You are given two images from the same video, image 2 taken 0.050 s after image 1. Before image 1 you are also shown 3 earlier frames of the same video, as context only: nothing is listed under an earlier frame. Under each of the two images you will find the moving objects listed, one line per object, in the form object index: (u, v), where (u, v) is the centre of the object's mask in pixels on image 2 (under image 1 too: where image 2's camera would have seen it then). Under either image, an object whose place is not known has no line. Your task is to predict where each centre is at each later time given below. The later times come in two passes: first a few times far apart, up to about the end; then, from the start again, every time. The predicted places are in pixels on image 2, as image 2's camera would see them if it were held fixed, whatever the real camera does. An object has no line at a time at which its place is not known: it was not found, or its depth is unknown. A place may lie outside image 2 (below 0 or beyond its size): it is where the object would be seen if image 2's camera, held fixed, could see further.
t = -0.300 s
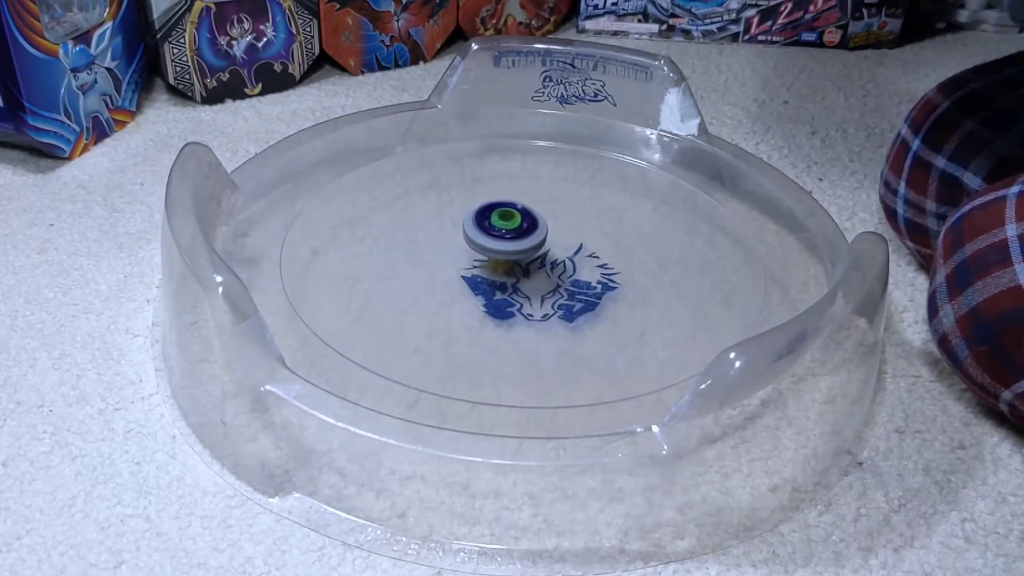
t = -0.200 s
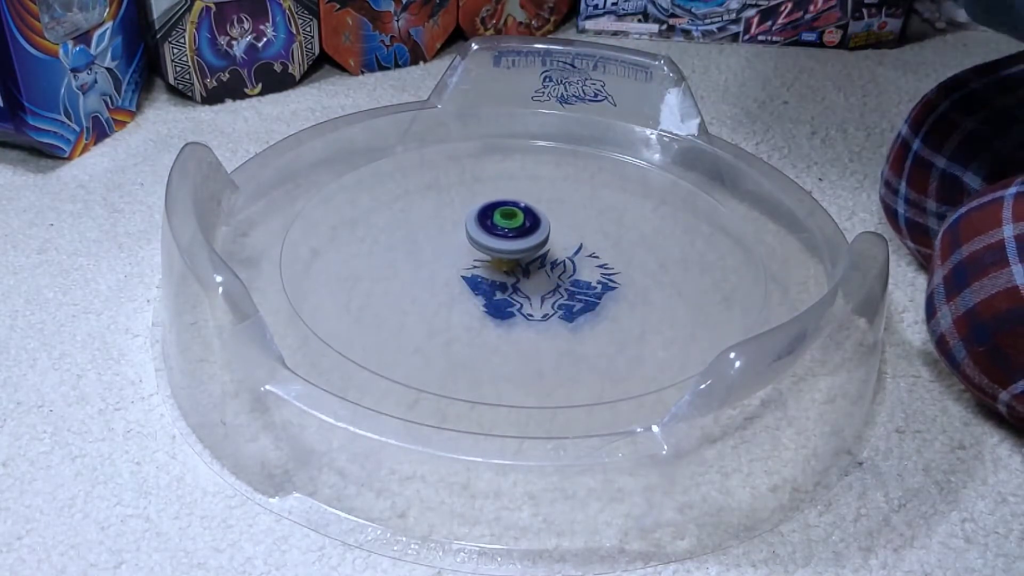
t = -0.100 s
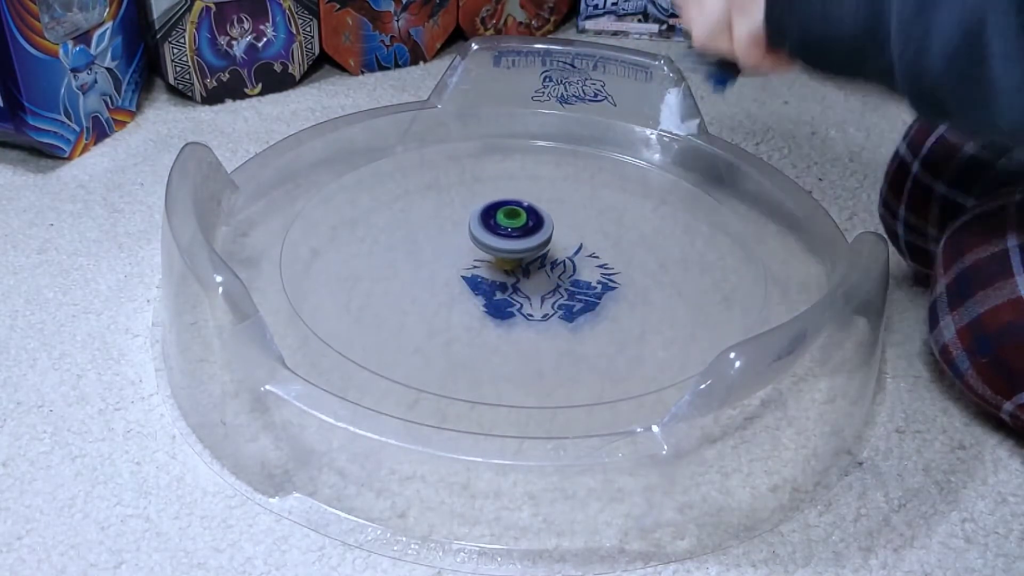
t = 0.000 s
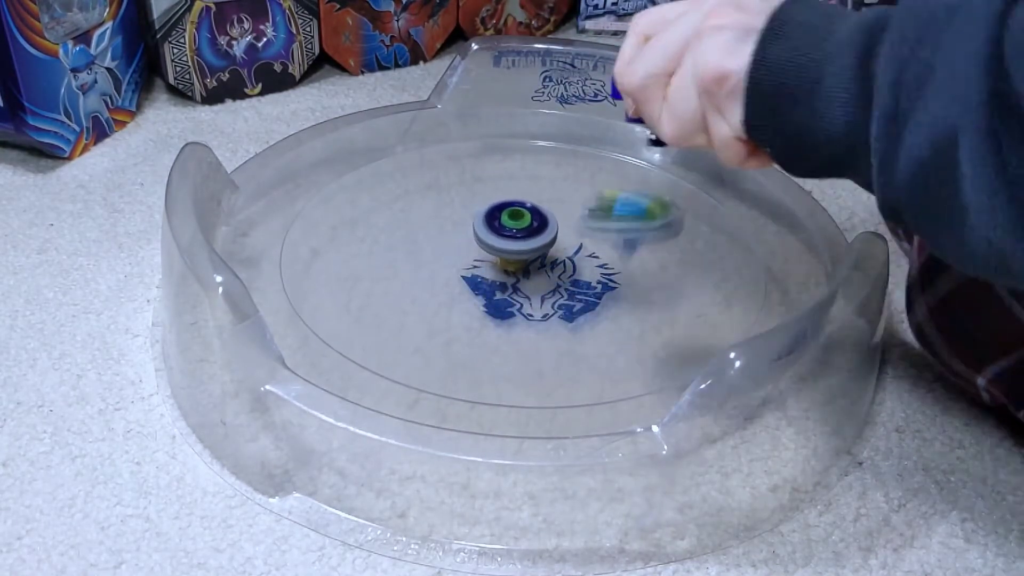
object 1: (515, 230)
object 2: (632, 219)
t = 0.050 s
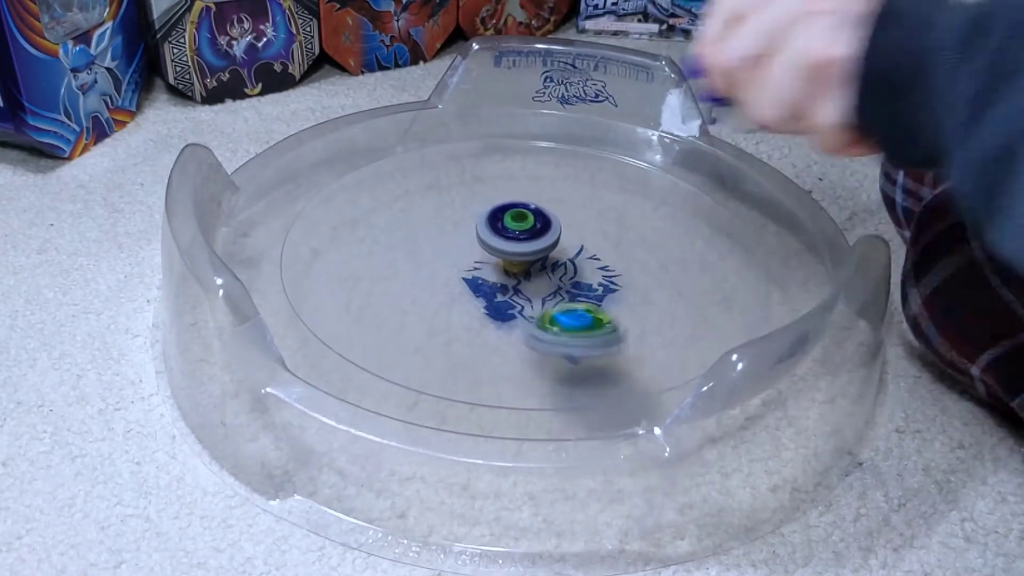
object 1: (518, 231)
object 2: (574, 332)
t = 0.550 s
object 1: (556, 238)
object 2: (386, 268)
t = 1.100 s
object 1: (586, 205)
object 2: (449, 255)
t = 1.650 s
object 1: (500, 229)
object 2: (620, 278)
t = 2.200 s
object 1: (569, 239)
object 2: (302, 179)
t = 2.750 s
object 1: (548, 256)
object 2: (568, 127)
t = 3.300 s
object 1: (538, 289)
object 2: (581, 253)
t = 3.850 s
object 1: (551, 267)
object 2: (753, 162)
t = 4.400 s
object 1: (446, 240)
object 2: (607, 327)
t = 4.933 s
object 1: (478, 237)
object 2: (568, 276)
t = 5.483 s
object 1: (480, 209)
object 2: (543, 349)
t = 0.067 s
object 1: (519, 232)
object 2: (547, 315)
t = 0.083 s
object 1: (519, 233)
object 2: (524, 304)
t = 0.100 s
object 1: (519, 234)
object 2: (497, 296)
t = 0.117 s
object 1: (519, 235)
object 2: (474, 293)
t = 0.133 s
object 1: (519, 235)
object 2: (448, 296)
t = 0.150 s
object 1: (520, 235)
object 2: (425, 303)
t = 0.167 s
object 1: (521, 236)
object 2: (400, 311)
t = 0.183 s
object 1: (523, 235)
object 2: (382, 298)
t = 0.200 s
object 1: (525, 236)
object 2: (366, 289)
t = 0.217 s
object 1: (528, 237)
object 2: (350, 285)
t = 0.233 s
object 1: (530, 238)
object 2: (334, 285)
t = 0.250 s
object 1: (533, 239)
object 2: (322, 278)
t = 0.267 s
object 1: (537, 240)
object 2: (309, 274)
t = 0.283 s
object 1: (539, 241)
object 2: (298, 270)
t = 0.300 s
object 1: (542, 241)
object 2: (290, 265)
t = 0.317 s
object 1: (544, 241)
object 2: (288, 259)
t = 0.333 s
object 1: (547, 241)
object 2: (287, 258)
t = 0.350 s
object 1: (549, 240)
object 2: (289, 257)
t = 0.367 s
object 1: (550, 240)
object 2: (292, 257)
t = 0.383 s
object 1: (551, 240)
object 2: (297, 254)
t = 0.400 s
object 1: (552, 240)
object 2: (302, 254)
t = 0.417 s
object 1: (553, 240)
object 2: (309, 253)
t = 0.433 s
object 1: (554, 240)
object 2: (316, 254)
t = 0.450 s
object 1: (554, 239)
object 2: (325, 254)
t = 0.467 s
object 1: (555, 239)
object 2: (334, 255)
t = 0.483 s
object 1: (555, 239)
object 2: (343, 257)
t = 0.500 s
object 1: (555, 238)
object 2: (353, 260)
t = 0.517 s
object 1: (556, 238)
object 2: (364, 263)
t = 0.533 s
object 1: (556, 238)
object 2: (375, 265)
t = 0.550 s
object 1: (556, 238)
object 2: (386, 268)
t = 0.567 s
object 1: (556, 239)
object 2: (396, 271)
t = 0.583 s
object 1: (556, 239)
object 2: (408, 275)
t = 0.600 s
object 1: (555, 240)
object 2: (419, 279)
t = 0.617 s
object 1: (554, 241)
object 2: (430, 283)
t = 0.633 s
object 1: (553, 241)
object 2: (440, 287)
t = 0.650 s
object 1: (553, 242)
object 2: (449, 290)
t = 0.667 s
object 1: (552, 242)
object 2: (458, 294)
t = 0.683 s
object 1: (551, 243)
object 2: (466, 297)
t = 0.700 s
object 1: (551, 242)
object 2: (472, 300)
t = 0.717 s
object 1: (551, 242)
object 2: (477, 303)
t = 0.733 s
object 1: (551, 243)
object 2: (481, 307)
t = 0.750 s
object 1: (551, 243)
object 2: (484, 310)
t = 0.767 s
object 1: (551, 243)
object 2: (485, 313)
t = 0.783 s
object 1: (552, 243)
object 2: (488, 317)
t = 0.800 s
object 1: (552, 244)
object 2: (492, 321)
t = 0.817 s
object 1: (553, 244)
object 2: (499, 324)
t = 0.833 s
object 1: (554, 245)
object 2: (506, 326)
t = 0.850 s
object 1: (555, 245)
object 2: (515, 327)
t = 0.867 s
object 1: (556, 245)
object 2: (525, 327)
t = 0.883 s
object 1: (557, 246)
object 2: (531, 325)
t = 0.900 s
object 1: (557, 246)
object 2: (539, 322)
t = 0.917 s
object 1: (558, 247)
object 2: (543, 318)
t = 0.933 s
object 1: (558, 247)
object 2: (547, 314)
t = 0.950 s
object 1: (558, 247)
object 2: (549, 308)
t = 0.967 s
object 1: (560, 245)
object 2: (547, 303)
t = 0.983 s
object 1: (561, 241)
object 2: (543, 298)
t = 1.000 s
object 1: (563, 239)
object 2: (535, 293)
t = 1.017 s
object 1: (567, 232)
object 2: (523, 288)
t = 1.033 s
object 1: (573, 228)
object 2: (509, 280)
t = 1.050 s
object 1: (577, 221)
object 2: (494, 275)
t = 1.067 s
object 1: (582, 216)
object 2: (479, 266)
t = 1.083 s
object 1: (584, 210)
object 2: (463, 261)
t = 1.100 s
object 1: (586, 205)
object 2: (449, 255)
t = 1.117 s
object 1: (586, 200)
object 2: (435, 249)
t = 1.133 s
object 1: (585, 196)
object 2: (420, 245)
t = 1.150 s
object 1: (582, 193)
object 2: (406, 241)
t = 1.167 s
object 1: (579, 190)
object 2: (393, 238)
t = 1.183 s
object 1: (575, 188)
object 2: (380, 236)
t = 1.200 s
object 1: (571, 185)
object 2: (368, 235)
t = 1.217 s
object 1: (566, 183)
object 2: (356, 235)
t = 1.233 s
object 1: (560, 181)
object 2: (345, 236)
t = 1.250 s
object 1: (555, 179)
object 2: (334, 239)
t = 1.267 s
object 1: (549, 178)
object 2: (324, 243)
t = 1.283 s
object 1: (543, 177)
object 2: (313, 247)
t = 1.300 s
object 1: (537, 177)
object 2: (305, 253)
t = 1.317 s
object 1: (531, 178)
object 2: (296, 260)
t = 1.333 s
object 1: (525, 178)
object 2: (295, 267)
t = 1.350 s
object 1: (519, 179)
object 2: (301, 277)
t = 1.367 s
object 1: (513, 181)
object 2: (308, 290)
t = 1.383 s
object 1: (508, 183)
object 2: (316, 299)
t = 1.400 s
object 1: (503, 185)
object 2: (326, 310)
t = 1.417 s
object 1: (499, 187)
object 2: (341, 321)
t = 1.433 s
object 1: (496, 189)
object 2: (360, 330)
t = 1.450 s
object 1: (493, 192)
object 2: (382, 338)
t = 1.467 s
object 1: (491, 195)
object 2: (406, 344)
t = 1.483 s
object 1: (490, 198)
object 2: (432, 348)
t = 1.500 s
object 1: (489, 201)
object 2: (458, 349)
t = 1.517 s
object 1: (489, 205)
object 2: (486, 349)
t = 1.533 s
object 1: (489, 208)
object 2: (512, 346)
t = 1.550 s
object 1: (490, 212)
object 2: (537, 342)
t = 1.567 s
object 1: (491, 215)
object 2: (560, 335)
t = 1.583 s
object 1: (492, 218)
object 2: (579, 326)
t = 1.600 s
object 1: (493, 221)
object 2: (594, 315)
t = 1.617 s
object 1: (495, 224)
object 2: (607, 303)
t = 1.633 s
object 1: (498, 226)
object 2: (615, 290)
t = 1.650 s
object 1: (500, 229)
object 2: (620, 278)
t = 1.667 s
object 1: (502, 230)
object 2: (623, 263)
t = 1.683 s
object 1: (505, 232)
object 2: (621, 249)
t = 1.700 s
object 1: (507, 233)
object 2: (617, 236)
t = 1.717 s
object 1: (510, 234)
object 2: (611, 222)
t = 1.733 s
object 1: (512, 235)
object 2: (602, 208)
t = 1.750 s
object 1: (514, 236)
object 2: (592, 196)
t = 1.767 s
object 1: (517, 236)
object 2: (579, 184)
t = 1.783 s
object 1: (521, 237)
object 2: (565, 172)
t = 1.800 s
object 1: (525, 238)
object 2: (549, 161)
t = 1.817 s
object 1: (528, 239)
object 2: (532, 152)
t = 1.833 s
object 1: (533, 240)
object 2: (513, 143)
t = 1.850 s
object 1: (537, 241)
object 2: (493, 135)
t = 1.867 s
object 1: (541, 242)
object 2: (474, 129)
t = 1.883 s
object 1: (545, 243)
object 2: (454, 124)
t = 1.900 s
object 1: (549, 243)
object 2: (434, 124)
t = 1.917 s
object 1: (554, 244)
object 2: (416, 127)
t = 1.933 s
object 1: (557, 244)
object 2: (396, 127)
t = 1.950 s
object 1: (561, 244)
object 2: (377, 128)
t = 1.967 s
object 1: (564, 243)
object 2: (358, 127)
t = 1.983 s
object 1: (567, 243)
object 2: (339, 126)
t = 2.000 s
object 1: (569, 242)
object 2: (319, 126)
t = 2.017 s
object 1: (571, 242)
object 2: (305, 127)
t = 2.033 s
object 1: (572, 241)
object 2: (292, 133)
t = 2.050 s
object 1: (573, 240)
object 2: (279, 139)
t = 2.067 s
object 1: (574, 240)
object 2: (266, 145)
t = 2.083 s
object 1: (574, 240)
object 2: (255, 151)
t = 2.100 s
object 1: (574, 239)
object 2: (252, 150)
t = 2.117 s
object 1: (573, 239)
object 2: (254, 150)
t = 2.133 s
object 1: (571, 239)
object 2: (259, 154)
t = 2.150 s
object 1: (570, 239)
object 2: (266, 160)
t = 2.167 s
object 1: (570, 239)
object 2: (278, 169)
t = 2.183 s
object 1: (569, 239)
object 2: (289, 174)
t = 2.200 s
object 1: (569, 239)
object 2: (302, 179)
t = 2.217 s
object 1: (569, 239)
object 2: (313, 184)
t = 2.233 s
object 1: (569, 239)
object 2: (324, 192)
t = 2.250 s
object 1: (569, 239)
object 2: (336, 198)
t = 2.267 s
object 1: (569, 240)
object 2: (348, 203)
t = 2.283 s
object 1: (569, 241)
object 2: (361, 209)
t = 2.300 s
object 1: (569, 241)
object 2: (373, 215)
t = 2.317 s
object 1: (568, 242)
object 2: (388, 222)
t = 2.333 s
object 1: (568, 242)
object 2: (403, 227)
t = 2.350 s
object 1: (567, 243)
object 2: (418, 230)
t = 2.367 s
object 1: (566, 243)
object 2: (434, 233)
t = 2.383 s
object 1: (565, 244)
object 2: (450, 236)
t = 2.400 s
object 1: (564, 245)
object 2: (466, 236)
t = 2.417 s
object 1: (563, 245)
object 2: (479, 236)
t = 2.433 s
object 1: (562, 246)
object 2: (491, 232)
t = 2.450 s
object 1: (561, 246)
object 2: (501, 228)
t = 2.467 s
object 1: (560, 247)
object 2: (513, 221)
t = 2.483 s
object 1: (559, 248)
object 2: (526, 214)
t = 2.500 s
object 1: (558, 248)
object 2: (542, 209)
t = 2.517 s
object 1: (558, 249)
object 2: (557, 205)
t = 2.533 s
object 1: (558, 249)
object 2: (568, 202)
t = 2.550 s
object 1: (558, 249)
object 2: (576, 199)
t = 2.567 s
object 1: (557, 250)
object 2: (583, 194)
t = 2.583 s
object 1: (557, 251)
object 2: (588, 185)
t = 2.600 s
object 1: (556, 251)
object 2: (591, 176)
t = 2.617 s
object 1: (556, 252)
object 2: (594, 168)
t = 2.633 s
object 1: (555, 253)
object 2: (595, 161)
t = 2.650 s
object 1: (554, 254)
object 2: (595, 152)
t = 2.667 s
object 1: (553, 254)
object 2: (594, 144)
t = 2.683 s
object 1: (552, 255)
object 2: (592, 136)
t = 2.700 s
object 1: (551, 255)
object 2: (587, 130)
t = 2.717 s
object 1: (550, 255)
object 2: (581, 130)
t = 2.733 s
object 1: (549, 256)
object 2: (574, 128)
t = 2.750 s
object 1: (548, 256)
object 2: (568, 127)
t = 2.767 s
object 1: (548, 256)
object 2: (560, 126)
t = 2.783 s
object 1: (547, 256)
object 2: (554, 123)
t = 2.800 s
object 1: (547, 257)
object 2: (548, 122)
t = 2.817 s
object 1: (547, 257)
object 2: (542, 120)
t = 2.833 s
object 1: (546, 257)
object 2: (536, 117)
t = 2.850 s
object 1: (546, 258)
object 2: (532, 115)
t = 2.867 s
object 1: (545, 258)
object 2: (529, 113)
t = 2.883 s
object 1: (545, 258)
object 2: (524, 114)
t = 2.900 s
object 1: (544, 258)
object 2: (520, 115)
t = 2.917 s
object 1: (543, 259)
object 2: (516, 116)
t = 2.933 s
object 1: (543, 259)
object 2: (513, 117)
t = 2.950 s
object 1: (542, 259)
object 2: (509, 120)
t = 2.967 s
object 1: (542, 259)
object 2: (507, 123)
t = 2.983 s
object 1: (541, 260)
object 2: (502, 126)
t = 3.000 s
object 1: (540, 260)
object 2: (497, 133)
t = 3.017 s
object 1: (540, 260)
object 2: (493, 136)
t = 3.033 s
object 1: (539, 260)
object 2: (489, 143)
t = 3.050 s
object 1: (538, 260)
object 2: (485, 150)
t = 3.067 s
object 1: (538, 259)
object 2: (482, 158)
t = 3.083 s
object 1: (537, 259)
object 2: (479, 167)
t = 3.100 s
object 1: (537, 259)
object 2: (476, 176)
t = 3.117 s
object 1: (536, 259)
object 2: (475, 188)
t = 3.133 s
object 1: (535, 259)
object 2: (476, 200)
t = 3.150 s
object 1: (534, 259)
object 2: (478, 211)
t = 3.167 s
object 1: (534, 259)
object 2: (482, 220)
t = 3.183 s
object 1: (533, 259)
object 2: (484, 229)
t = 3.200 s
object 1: (533, 259)
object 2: (489, 236)
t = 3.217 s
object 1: (534, 260)
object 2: (503, 231)
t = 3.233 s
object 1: (535, 264)
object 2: (520, 229)
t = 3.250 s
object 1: (536, 274)
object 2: (539, 236)
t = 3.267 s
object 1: (536, 286)
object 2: (557, 247)
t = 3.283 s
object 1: (537, 286)
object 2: (567, 248)
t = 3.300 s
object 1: (538, 289)
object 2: (581, 253)
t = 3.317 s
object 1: (539, 297)
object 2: (589, 259)
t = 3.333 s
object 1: (540, 299)
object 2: (601, 258)
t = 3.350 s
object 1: (541, 300)
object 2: (611, 260)
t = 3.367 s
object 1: (542, 304)
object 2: (627, 258)
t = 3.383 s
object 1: (542, 304)
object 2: (641, 257)
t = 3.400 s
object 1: (544, 305)
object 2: (656, 253)
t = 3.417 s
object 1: (546, 305)
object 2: (670, 249)
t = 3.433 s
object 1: (549, 304)
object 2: (685, 244)
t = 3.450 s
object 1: (553, 304)
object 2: (697, 239)
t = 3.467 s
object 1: (556, 303)
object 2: (709, 232)
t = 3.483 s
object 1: (561, 302)
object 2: (723, 224)
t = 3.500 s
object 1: (564, 301)
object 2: (736, 216)
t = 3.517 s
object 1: (568, 300)
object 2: (741, 208)
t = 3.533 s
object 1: (572, 298)
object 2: (743, 203)
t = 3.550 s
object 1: (574, 297)
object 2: (744, 201)
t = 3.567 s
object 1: (577, 296)
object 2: (747, 196)
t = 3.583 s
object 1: (579, 294)
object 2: (750, 192)
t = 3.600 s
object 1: (581, 292)
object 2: (753, 187)
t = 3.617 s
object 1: (582, 290)
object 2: (756, 183)
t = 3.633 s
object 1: (582, 288)
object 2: (762, 178)
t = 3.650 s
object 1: (583, 286)
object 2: (766, 174)
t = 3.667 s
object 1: (582, 284)
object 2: (769, 170)
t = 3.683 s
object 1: (581, 283)
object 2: (767, 168)
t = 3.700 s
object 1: (579, 280)
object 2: (764, 169)
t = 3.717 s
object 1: (577, 279)
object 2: (760, 169)
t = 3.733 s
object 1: (574, 276)
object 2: (757, 168)
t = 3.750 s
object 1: (571, 274)
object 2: (755, 168)
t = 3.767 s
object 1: (569, 272)
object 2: (755, 167)
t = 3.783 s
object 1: (566, 271)
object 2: (753, 166)
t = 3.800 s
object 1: (561, 269)
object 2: (753, 165)
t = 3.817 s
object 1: (558, 269)
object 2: (753, 164)
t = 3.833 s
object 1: (554, 268)
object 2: (753, 163)
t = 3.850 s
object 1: (551, 267)
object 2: (753, 162)
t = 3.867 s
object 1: (547, 266)
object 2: (752, 161)
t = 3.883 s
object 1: (544, 265)
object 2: (750, 161)
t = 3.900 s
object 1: (541, 264)
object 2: (748, 162)
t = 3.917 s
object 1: (538, 264)
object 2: (745, 163)
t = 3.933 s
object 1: (535, 263)
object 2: (741, 164)
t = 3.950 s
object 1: (532, 262)
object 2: (736, 166)
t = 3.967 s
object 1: (530, 262)
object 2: (731, 167)
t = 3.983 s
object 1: (527, 262)
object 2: (724, 168)
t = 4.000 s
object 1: (525, 261)
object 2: (717, 170)
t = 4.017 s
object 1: (522, 261)
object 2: (708, 172)
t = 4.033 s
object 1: (520, 260)
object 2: (700, 175)
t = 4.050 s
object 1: (518, 260)
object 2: (692, 180)
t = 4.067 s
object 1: (516, 259)
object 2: (682, 183)
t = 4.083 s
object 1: (514, 259)
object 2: (671, 189)
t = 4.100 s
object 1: (512, 258)
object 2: (660, 193)
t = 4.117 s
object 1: (511, 257)
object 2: (648, 198)
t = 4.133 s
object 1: (509, 257)
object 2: (636, 204)
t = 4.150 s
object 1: (507, 257)
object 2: (624, 210)
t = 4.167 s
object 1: (506, 257)
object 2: (611, 218)
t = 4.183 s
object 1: (504, 256)
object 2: (600, 225)
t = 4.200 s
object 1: (503, 256)
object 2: (591, 234)
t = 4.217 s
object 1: (501, 256)
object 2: (583, 242)
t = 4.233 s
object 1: (500, 255)
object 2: (579, 250)
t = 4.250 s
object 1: (499, 256)
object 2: (574, 260)
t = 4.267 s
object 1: (496, 254)
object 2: (570, 270)
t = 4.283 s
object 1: (487, 249)
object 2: (569, 274)
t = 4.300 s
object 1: (478, 248)
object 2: (569, 283)
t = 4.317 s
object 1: (470, 250)
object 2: (573, 293)
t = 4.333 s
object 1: (463, 246)
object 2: (577, 301)
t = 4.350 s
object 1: (456, 245)
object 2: (582, 309)
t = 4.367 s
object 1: (452, 242)
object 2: (588, 316)
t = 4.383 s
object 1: (448, 241)
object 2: (597, 321)
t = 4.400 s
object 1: (446, 240)
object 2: (607, 327)
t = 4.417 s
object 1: (445, 240)
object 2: (618, 331)
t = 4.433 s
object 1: (445, 240)
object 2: (632, 336)
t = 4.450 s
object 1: (445, 240)
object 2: (646, 339)
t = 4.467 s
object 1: (445, 241)
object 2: (661, 343)
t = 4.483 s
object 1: (445, 242)
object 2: (675, 346)
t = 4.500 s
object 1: (446, 242)
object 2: (690, 344)
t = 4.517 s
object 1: (446, 243)
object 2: (696, 338)
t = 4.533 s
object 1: (447, 244)
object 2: (703, 337)
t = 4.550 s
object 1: (447, 245)
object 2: (710, 335)
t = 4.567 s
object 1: (448, 245)
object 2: (717, 332)
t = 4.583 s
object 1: (448, 245)
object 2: (724, 329)
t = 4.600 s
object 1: (449, 246)
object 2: (731, 328)
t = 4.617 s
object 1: (450, 246)
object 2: (734, 325)
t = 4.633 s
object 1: (451, 246)
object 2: (732, 324)
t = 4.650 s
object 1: (453, 246)
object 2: (731, 322)
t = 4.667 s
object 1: (454, 247)
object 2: (729, 320)
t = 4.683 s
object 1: (456, 247)
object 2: (730, 319)
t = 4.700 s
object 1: (458, 247)
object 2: (731, 316)
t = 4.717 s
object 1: (460, 247)
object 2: (728, 315)
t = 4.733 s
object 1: (461, 247)
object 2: (727, 310)
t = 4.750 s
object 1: (463, 246)
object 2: (721, 305)
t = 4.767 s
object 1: (465, 246)
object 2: (713, 301)
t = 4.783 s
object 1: (467, 246)
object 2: (703, 297)
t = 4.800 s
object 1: (468, 246)
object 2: (692, 293)
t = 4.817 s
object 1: (470, 245)
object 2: (680, 289)
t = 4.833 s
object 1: (471, 244)
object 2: (667, 286)
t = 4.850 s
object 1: (472, 243)
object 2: (653, 283)
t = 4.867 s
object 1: (473, 242)
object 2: (637, 280)
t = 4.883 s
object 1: (474, 241)
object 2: (620, 279)
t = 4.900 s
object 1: (475, 240)
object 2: (603, 277)
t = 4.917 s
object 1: (476, 239)
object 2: (587, 276)
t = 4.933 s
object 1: (478, 237)
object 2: (568, 276)
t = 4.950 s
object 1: (479, 236)
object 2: (551, 276)
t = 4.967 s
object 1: (478, 233)
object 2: (537, 278)
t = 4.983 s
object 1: (474, 223)
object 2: (524, 281)
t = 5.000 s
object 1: (469, 218)
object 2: (513, 284)
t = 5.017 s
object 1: (464, 217)
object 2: (503, 288)
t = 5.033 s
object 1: (463, 211)
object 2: (491, 292)
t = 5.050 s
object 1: (461, 208)
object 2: (479, 296)
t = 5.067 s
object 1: (462, 205)
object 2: (468, 300)
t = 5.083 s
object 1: (463, 204)
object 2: (457, 305)
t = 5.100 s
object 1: (463, 203)
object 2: (447, 310)
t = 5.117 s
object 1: (464, 202)
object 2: (438, 317)
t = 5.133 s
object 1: (463, 201)
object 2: (432, 322)
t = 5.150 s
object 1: (462, 201)
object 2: (426, 328)
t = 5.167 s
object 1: (461, 200)
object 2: (422, 336)
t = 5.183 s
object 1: (460, 200)
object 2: (419, 342)
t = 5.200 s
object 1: (460, 200)
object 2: (416, 350)
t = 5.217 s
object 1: (459, 200)
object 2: (415, 357)
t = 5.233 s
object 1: (459, 201)
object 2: (421, 356)
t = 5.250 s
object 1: (459, 201)
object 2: (428, 359)
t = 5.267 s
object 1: (459, 202)
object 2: (439, 362)
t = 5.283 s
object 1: (459, 202)
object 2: (449, 365)
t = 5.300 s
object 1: (461, 203)
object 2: (463, 368)
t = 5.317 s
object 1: (462, 204)
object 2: (474, 368)
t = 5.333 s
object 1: (463, 204)
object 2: (485, 369)
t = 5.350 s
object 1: (465, 205)
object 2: (494, 369)
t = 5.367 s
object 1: (466, 206)
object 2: (503, 369)
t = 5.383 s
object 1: (468, 206)
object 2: (510, 368)
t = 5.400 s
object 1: (470, 207)
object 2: (516, 366)
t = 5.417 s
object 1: (472, 207)
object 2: (521, 363)
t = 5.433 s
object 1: (474, 207)
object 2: (526, 361)
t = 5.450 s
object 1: (476, 208)
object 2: (532, 357)
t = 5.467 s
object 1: (478, 208)
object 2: (537, 353)
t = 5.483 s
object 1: (480, 209)
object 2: (543, 349)
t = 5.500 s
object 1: (483, 209)
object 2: (547, 343)
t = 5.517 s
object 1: (486, 209)
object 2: (549, 338)
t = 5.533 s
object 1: (488, 210)
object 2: (552, 331)
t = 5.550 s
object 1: (491, 211)
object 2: (551, 324)
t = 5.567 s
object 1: (495, 212)
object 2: (548, 318)
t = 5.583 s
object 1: (498, 213)
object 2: (543, 310)
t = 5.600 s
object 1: (501, 215)
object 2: (536, 303)
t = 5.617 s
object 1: (504, 215)
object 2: (529, 297)
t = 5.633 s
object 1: (507, 216)
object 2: (519, 289)
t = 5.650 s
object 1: (510, 217)
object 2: (509, 282)
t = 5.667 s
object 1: (514, 217)
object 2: (499, 276)
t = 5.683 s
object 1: (518, 217)
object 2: (487, 270)
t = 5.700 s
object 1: (526, 211)
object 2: (474, 264)
